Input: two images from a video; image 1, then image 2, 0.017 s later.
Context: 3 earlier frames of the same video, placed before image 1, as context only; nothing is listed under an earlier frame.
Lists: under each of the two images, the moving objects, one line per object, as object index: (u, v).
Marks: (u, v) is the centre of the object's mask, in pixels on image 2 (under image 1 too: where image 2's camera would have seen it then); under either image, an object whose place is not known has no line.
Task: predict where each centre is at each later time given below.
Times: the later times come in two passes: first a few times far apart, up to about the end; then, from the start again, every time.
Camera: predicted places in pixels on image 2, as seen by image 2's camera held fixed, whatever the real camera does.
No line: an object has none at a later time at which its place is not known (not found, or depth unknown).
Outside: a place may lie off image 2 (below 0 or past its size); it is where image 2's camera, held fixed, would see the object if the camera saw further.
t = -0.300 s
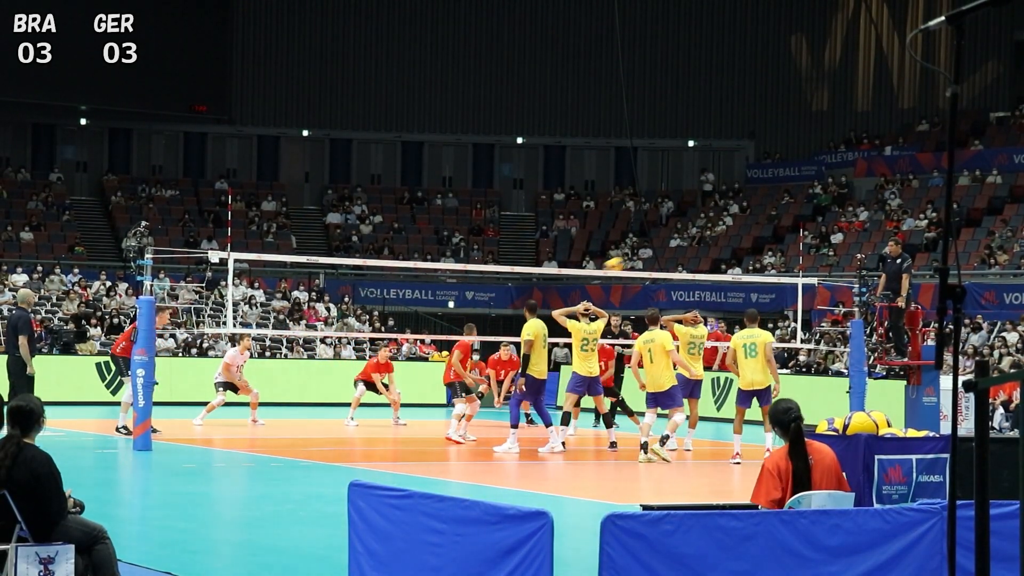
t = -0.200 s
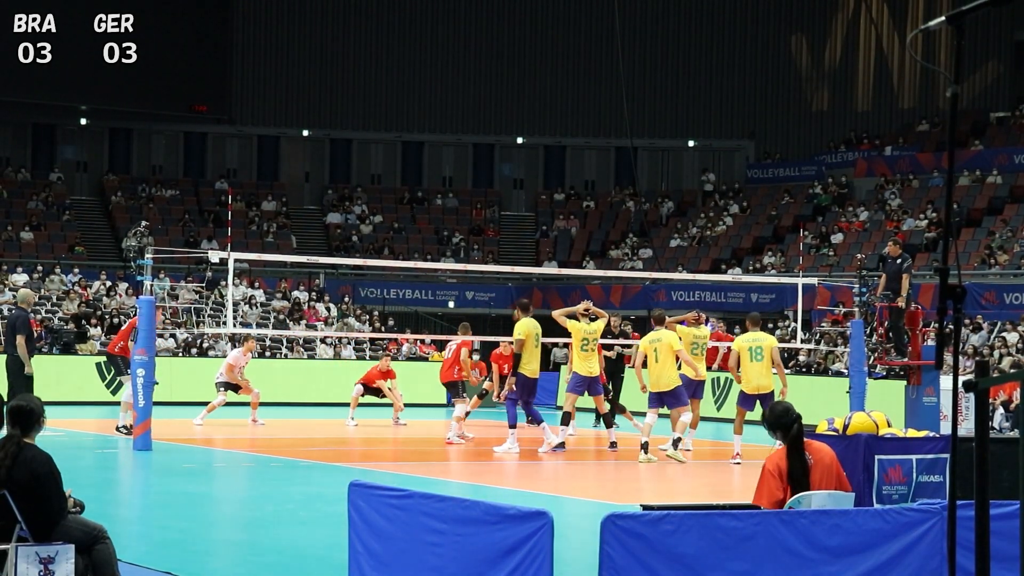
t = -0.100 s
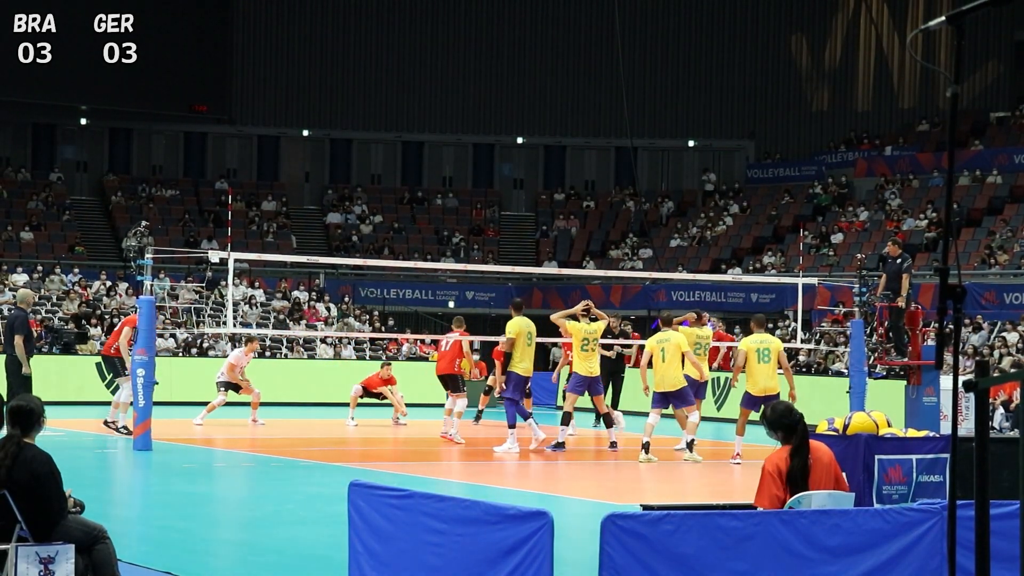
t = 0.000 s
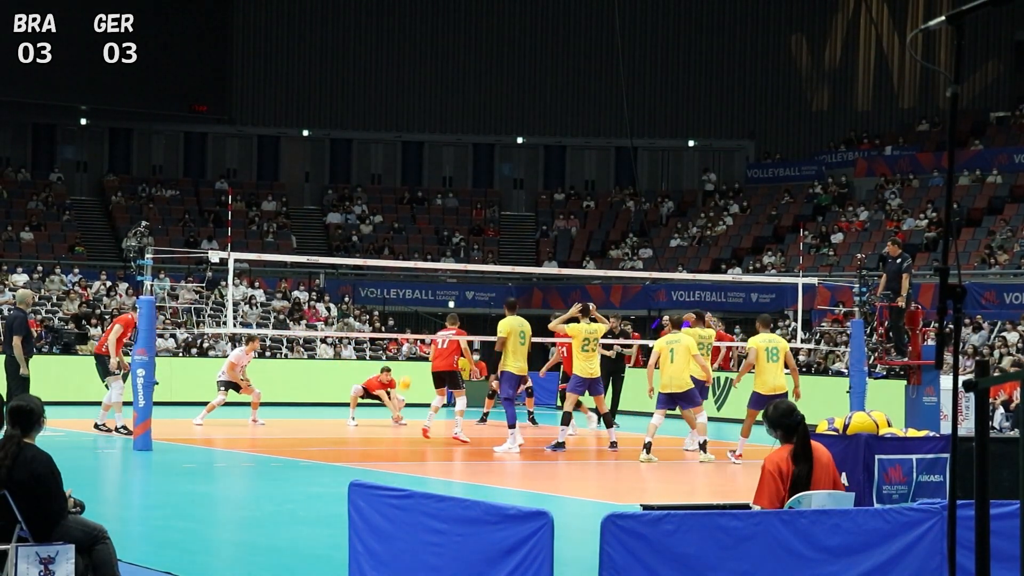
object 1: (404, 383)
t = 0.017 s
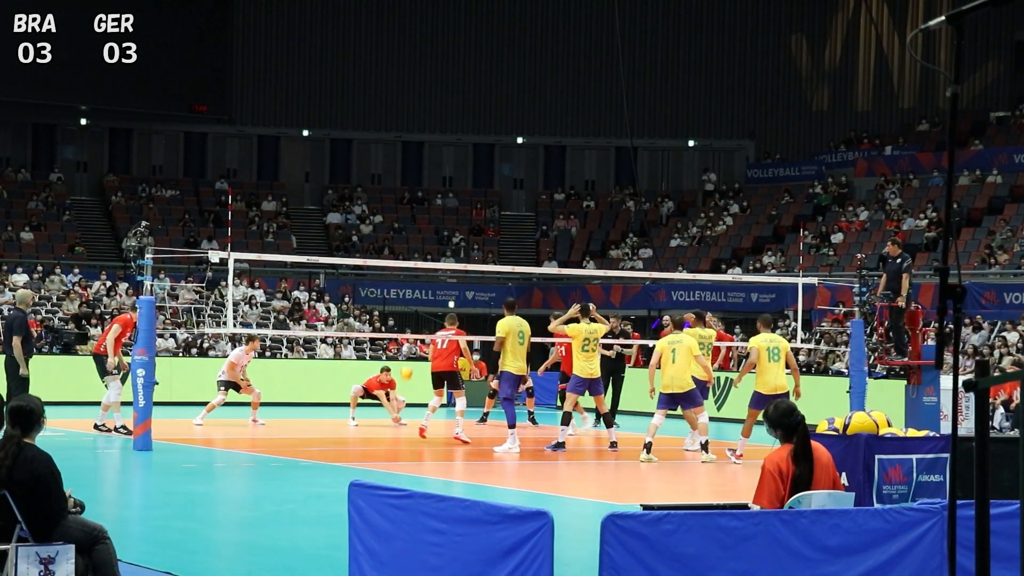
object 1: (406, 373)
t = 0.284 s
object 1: (437, 237)
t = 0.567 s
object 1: (466, 135)
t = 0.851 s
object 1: (492, 82)
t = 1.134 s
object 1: (518, 78)
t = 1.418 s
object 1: (543, 126)
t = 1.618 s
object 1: (562, 191)
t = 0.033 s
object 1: (408, 363)
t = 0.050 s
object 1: (411, 353)
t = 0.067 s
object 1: (412, 345)
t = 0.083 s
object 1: (414, 335)
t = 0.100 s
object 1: (416, 326)
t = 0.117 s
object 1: (418, 317)
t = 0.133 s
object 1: (420, 308)
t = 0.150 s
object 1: (422, 299)
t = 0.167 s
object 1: (424, 291)
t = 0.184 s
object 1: (426, 283)
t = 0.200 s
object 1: (428, 275)
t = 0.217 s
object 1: (429, 267)
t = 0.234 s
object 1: (432, 257)
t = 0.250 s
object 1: (433, 251)
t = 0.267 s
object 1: (435, 244)
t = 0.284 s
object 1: (437, 237)
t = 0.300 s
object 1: (439, 229)
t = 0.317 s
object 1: (441, 222)
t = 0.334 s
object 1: (443, 215)
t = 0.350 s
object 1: (444, 208)
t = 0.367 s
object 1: (446, 202)
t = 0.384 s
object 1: (447, 195)
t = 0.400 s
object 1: (449, 189)
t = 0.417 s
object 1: (451, 183)
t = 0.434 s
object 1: (452, 177)
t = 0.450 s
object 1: (454, 171)
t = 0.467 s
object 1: (456, 166)
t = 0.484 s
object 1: (458, 160)
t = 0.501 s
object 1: (459, 155)
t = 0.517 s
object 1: (461, 150)
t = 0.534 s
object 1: (463, 145)
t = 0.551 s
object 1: (464, 140)
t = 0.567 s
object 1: (466, 135)
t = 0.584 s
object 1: (468, 131)
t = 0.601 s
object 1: (469, 127)
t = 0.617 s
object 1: (471, 123)
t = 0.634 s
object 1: (472, 118)
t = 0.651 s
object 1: (474, 114)
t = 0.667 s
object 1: (476, 111)
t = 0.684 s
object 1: (477, 107)
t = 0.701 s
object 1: (478, 104)
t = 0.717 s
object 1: (480, 101)
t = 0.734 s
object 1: (482, 98)
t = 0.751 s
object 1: (483, 95)
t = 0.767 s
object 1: (485, 93)
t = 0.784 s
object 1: (486, 90)
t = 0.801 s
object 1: (488, 88)
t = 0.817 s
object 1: (489, 85)
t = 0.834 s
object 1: (491, 83)
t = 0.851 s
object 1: (492, 82)
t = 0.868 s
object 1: (494, 80)
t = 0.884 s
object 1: (496, 79)
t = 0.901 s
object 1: (497, 77)
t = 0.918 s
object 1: (499, 76)
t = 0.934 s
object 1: (500, 75)
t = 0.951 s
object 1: (501, 74)
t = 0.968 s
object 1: (503, 74)
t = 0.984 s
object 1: (505, 74)
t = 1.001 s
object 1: (506, 73)
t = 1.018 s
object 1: (508, 73)
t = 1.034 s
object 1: (509, 73)
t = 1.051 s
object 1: (510, 74)
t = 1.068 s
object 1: (512, 74)
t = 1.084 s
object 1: (514, 75)
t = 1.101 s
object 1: (515, 76)
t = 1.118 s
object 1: (517, 77)
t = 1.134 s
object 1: (518, 78)
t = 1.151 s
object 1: (520, 80)
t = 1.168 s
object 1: (521, 81)
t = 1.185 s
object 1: (523, 83)
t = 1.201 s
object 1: (524, 85)
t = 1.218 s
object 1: (526, 87)
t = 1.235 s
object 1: (527, 89)
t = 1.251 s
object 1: (528, 91)
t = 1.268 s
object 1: (530, 94)
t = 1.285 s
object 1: (531, 97)
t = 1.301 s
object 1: (533, 100)
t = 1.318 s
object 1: (535, 103)
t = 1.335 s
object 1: (536, 107)
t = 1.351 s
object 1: (538, 110)
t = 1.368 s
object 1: (539, 114)
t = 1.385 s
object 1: (541, 118)
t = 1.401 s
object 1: (542, 122)
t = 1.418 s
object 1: (543, 126)
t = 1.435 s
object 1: (545, 131)
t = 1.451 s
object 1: (547, 135)
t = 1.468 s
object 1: (548, 140)
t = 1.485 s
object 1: (550, 145)
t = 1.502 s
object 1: (551, 150)
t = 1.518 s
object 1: (553, 155)
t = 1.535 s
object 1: (555, 161)
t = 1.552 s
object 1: (556, 167)
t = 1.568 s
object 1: (558, 172)
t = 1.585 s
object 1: (559, 178)
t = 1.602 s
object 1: (561, 185)
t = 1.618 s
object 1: (562, 191)
